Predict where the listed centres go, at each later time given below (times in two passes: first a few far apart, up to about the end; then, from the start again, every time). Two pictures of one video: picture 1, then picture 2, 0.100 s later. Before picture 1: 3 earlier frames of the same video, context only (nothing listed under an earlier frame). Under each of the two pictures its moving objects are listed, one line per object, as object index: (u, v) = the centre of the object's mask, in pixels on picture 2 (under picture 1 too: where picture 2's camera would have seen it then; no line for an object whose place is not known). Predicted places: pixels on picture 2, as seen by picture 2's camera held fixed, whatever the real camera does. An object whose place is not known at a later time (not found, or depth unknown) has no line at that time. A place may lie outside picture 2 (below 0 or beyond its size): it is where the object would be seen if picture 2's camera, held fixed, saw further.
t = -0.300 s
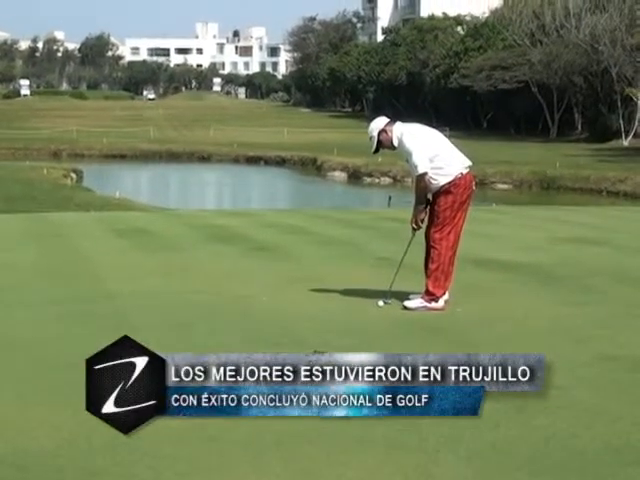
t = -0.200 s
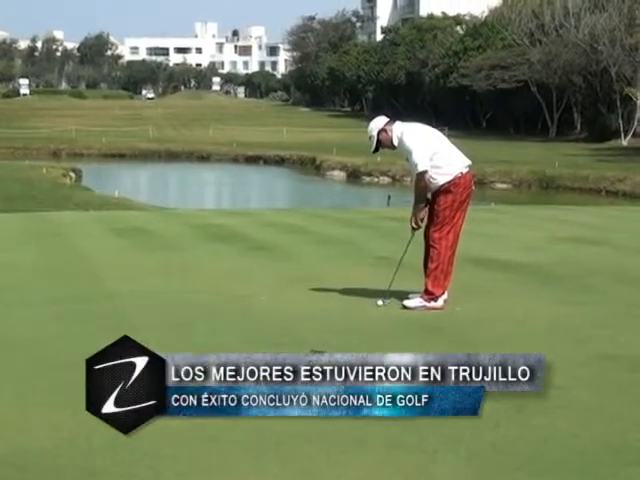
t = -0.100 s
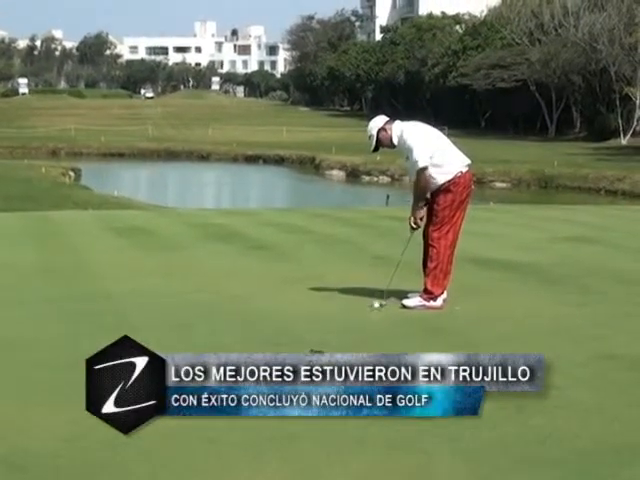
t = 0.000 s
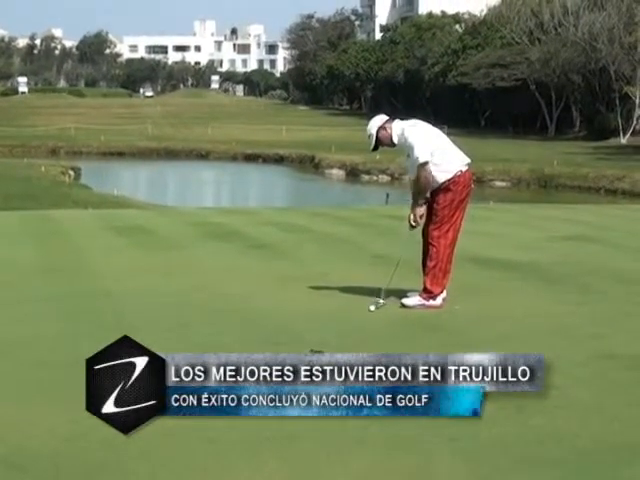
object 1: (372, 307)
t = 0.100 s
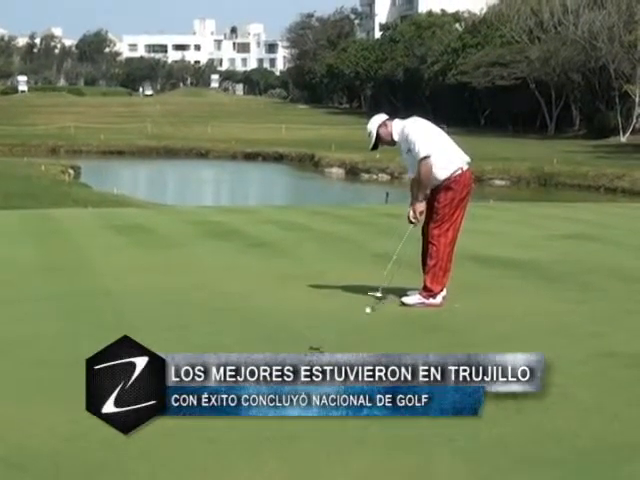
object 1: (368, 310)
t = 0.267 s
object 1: (362, 314)
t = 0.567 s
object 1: (350, 321)
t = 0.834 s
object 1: (334, 328)
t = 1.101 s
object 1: (316, 334)
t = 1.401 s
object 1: (297, 339)
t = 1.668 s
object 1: (280, 342)
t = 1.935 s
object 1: (267, 345)
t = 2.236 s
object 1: (259, 345)
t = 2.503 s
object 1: (257, 344)
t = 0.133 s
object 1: (366, 311)
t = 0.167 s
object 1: (365, 312)
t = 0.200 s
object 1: (364, 313)
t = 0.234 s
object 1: (363, 314)
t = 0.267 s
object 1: (362, 314)
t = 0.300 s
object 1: (360, 315)
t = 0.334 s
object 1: (359, 316)
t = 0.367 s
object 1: (358, 317)
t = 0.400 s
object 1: (356, 318)
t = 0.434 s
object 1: (355, 318)
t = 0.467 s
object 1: (353, 319)
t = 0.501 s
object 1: (352, 319)
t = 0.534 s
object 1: (351, 320)
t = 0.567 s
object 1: (350, 321)
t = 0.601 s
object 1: (347, 323)
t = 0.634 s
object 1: (345, 323)
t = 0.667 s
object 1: (344, 325)
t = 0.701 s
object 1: (342, 325)
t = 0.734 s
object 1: (340, 326)
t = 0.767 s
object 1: (338, 327)
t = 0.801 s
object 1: (336, 327)
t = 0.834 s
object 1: (334, 328)
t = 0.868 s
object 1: (332, 329)
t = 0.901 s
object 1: (330, 329)
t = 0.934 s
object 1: (327, 331)
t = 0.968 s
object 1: (326, 331)
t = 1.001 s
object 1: (323, 332)
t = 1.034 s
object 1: (322, 332)
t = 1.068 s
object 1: (319, 333)
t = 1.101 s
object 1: (316, 334)
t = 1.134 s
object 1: (315, 335)
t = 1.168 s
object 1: (313, 336)
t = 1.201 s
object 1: (311, 336)
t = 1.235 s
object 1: (308, 336)
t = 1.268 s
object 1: (306, 337)
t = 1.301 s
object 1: (303, 338)
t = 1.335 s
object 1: (301, 339)
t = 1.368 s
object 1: (299, 338)
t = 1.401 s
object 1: (297, 339)
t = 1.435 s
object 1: (294, 340)
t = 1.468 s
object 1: (292, 340)
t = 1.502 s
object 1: (290, 340)
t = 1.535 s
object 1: (288, 341)
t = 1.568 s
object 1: (286, 341)
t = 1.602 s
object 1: (284, 341)
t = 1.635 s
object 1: (282, 342)
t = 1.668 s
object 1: (280, 342)
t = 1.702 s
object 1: (278, 342)
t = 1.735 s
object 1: (276, 342)
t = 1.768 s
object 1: (275, 342)
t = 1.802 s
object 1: (273, 343)
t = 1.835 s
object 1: (272, 343)
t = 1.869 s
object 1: (270, 344)
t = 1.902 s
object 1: (268, 344)
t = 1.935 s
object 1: (267, 345)
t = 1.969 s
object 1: (266, 344)
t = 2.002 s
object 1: (265, 345)
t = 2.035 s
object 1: (265, 345)
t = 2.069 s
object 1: (263, 345)
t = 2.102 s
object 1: (262, 345)
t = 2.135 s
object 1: (261, 345)
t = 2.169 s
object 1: (261, 345)
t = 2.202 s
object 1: (260, 345)
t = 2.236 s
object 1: (259, 345)
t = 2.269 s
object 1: (258, 345)
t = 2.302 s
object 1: (258, 345)
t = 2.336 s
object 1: (258, 344)
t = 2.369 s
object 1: (258, 345)
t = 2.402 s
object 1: (257, 344)
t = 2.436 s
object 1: (258, 344)
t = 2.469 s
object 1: (257, 344)
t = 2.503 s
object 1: (257, 344)
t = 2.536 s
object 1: (258, 343)
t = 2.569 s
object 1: (258, 343)
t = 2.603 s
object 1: (258, 343)
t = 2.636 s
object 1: (258, 343)
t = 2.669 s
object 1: (258, 343)
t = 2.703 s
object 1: (258, 342)
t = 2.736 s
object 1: (259, 342)
